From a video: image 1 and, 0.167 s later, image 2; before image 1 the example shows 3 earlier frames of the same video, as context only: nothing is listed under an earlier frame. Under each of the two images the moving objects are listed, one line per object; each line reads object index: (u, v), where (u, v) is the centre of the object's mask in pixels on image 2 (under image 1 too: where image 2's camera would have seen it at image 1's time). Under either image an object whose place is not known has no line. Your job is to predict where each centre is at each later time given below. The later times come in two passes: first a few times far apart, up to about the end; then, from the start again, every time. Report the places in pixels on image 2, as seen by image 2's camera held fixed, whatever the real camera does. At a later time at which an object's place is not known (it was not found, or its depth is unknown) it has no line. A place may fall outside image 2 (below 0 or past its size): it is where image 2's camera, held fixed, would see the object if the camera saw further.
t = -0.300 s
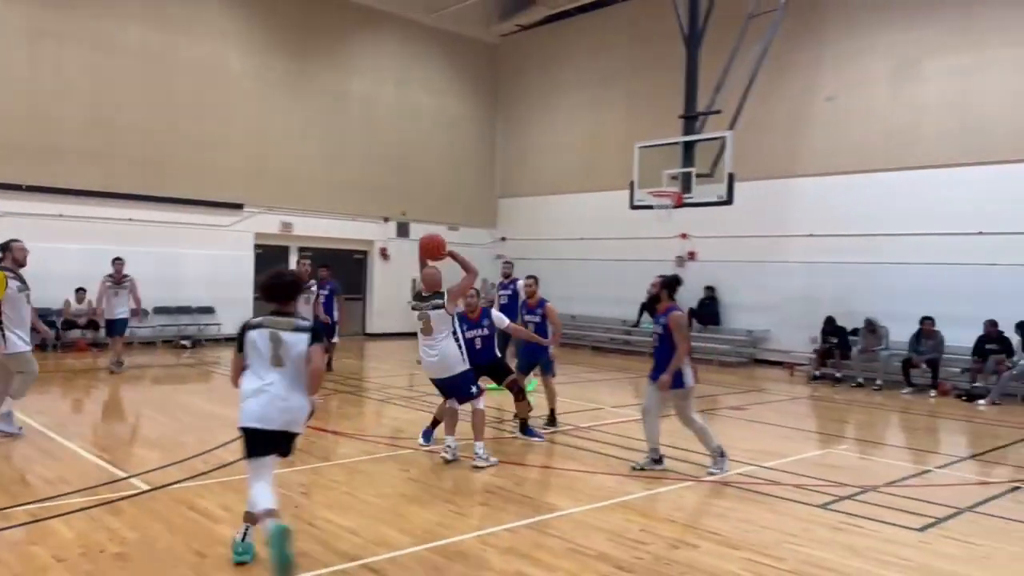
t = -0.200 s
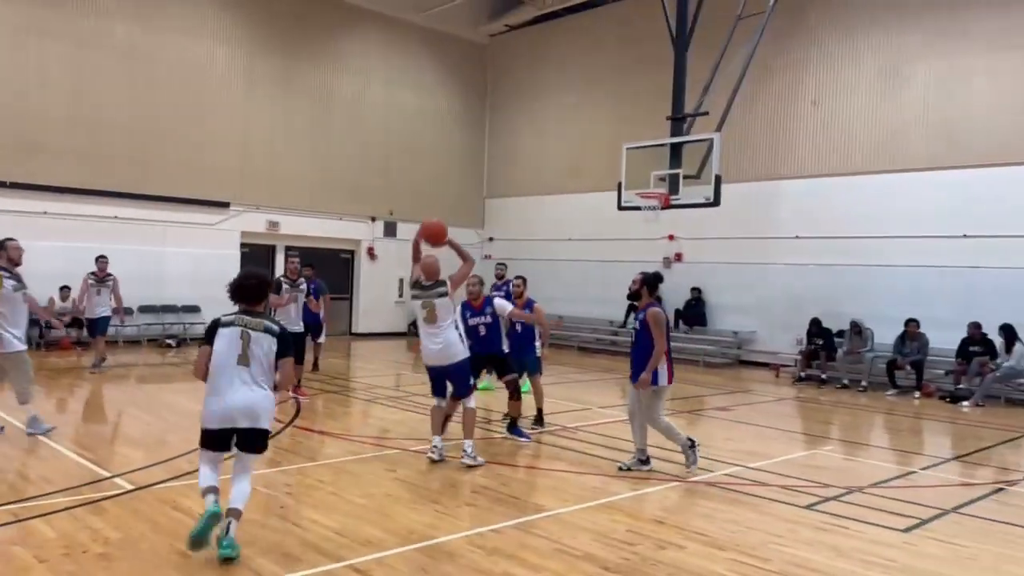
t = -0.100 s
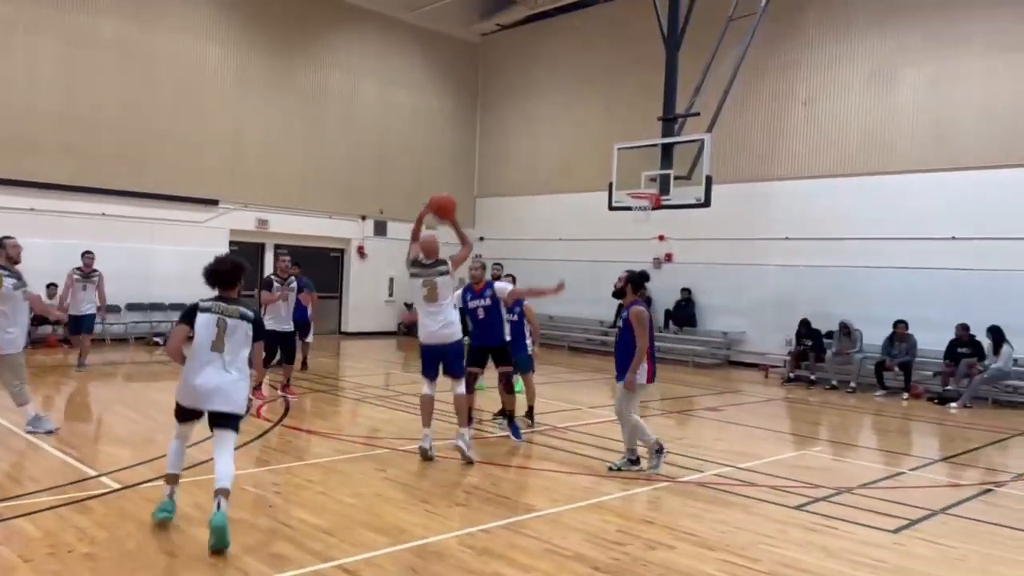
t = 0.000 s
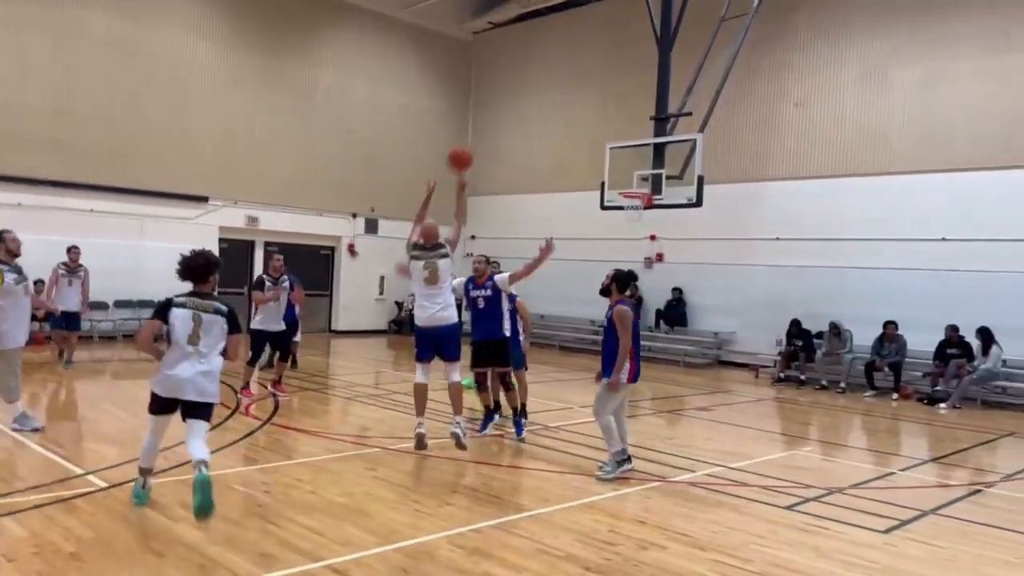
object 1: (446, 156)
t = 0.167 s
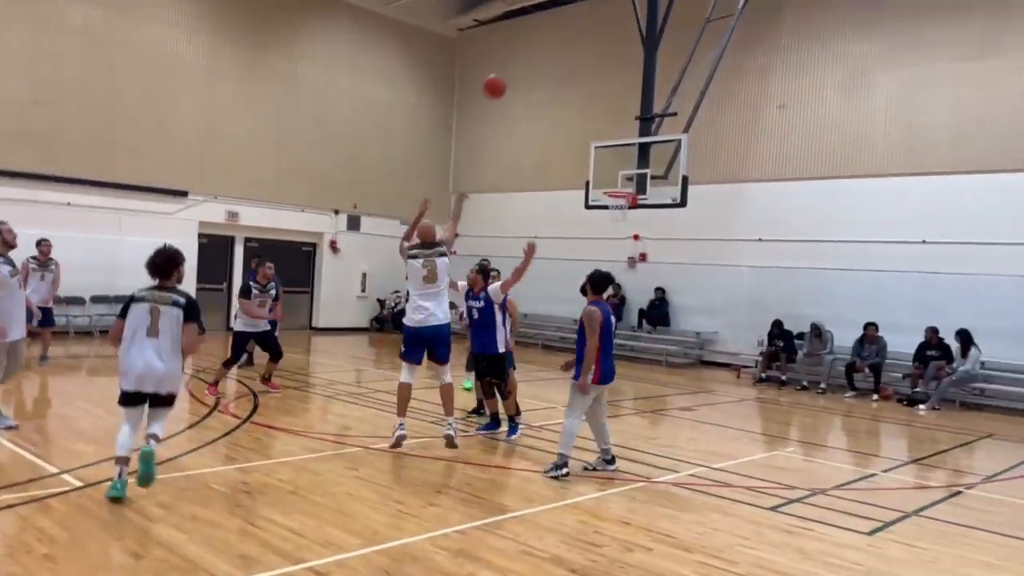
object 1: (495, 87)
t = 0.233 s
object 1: (511, 70)
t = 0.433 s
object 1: (553, 49)
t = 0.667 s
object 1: (589, 66)
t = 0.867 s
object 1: (612, 107)
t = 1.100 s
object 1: (630, 178)
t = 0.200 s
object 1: (503, 78)
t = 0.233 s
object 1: (511, 70)
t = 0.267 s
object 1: (519, 64)
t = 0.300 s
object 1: (526, 59)
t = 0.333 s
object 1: (533, 55)
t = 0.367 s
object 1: (540, 51)
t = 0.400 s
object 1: (547, 50)
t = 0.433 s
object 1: (553, 49)
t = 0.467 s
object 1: (559, 49)
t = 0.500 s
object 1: (565, 49)
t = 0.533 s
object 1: (570, 51)
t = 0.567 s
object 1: (575, 54)
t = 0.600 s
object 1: (580, 57)
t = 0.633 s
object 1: (585, 61)
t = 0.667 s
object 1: (589, 66)
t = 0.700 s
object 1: (593, 71)
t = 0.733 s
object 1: (597, 77)
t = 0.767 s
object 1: (601, 84)
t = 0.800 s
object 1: (605, 91)
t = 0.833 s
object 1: (608, 99)
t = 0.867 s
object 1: (612, 107)
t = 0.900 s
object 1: (615, 116)
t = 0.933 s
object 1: (618, 125)
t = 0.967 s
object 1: (621, 134)
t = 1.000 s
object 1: (624, 145)
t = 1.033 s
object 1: (626, 155)
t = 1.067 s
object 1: (628, 166)
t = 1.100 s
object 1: (630, 178)
